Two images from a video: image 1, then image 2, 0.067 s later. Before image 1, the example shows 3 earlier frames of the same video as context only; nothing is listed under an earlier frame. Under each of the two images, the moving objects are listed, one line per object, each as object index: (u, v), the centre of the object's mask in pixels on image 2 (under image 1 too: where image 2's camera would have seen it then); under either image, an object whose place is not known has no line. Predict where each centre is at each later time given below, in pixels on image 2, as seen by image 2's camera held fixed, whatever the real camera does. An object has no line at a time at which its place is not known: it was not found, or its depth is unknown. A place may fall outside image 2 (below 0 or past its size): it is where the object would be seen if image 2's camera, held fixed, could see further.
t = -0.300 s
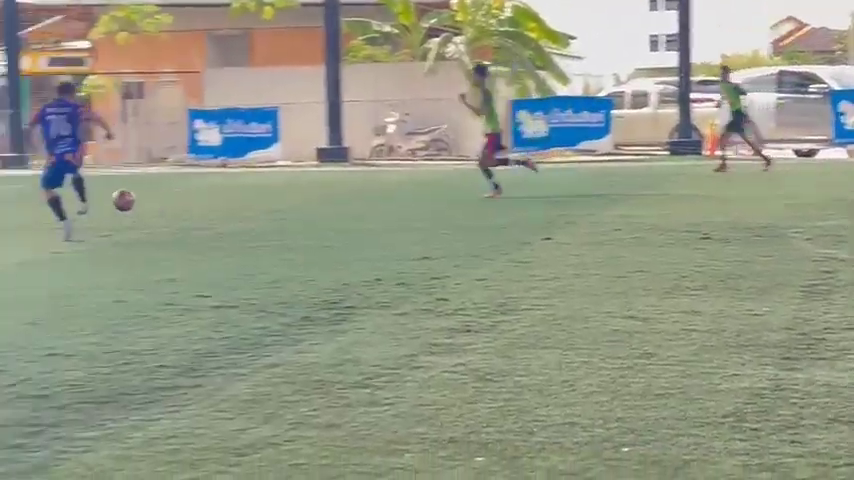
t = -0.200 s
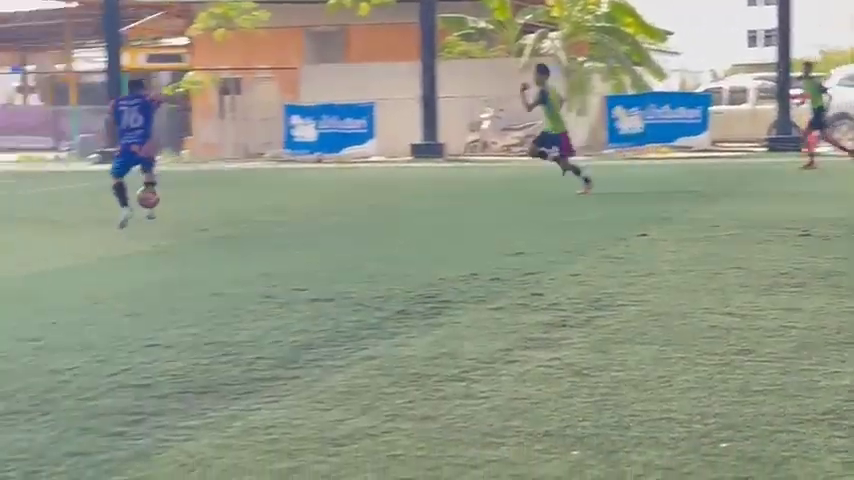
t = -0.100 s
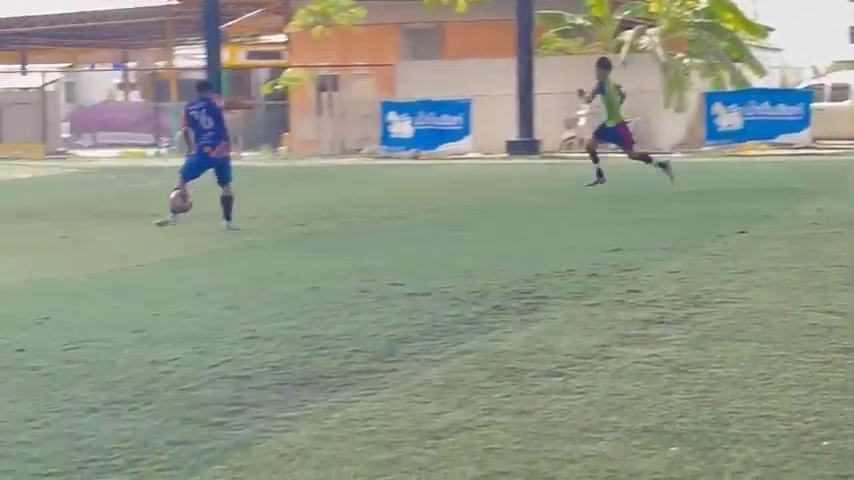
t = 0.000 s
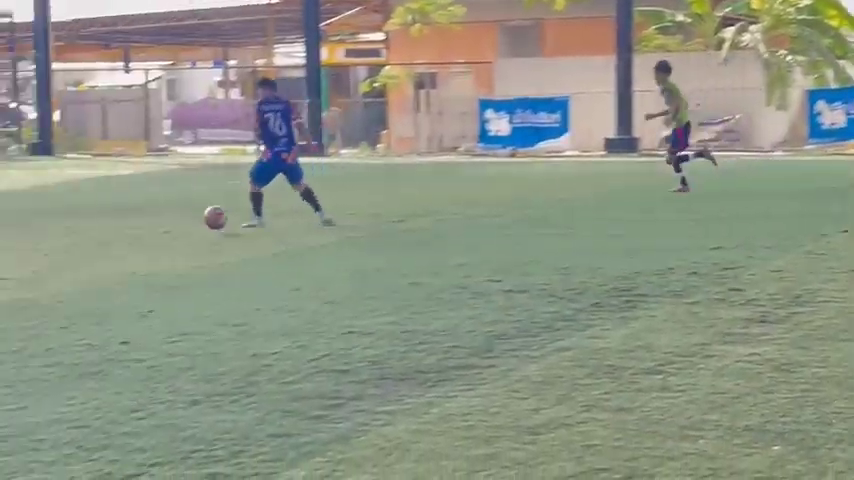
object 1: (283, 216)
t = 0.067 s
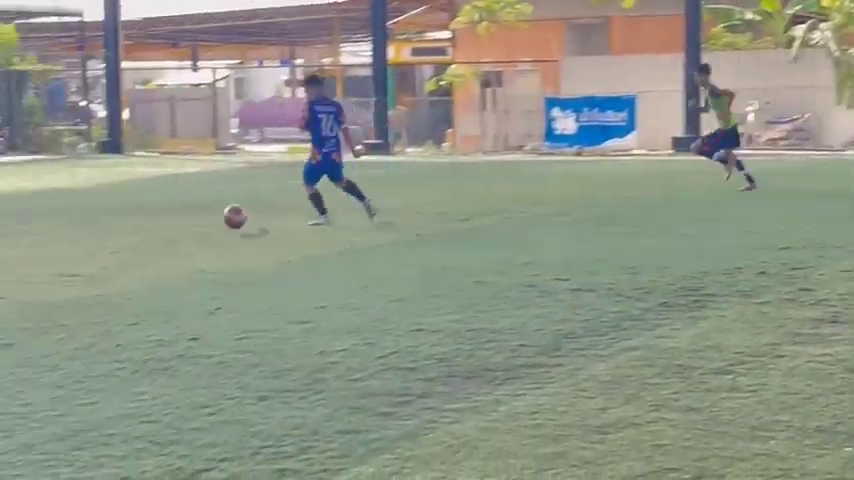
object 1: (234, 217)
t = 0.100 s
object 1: (209, 212)
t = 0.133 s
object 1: (184, 210)
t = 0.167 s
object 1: (158, 210)
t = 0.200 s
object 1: (132, 210)
